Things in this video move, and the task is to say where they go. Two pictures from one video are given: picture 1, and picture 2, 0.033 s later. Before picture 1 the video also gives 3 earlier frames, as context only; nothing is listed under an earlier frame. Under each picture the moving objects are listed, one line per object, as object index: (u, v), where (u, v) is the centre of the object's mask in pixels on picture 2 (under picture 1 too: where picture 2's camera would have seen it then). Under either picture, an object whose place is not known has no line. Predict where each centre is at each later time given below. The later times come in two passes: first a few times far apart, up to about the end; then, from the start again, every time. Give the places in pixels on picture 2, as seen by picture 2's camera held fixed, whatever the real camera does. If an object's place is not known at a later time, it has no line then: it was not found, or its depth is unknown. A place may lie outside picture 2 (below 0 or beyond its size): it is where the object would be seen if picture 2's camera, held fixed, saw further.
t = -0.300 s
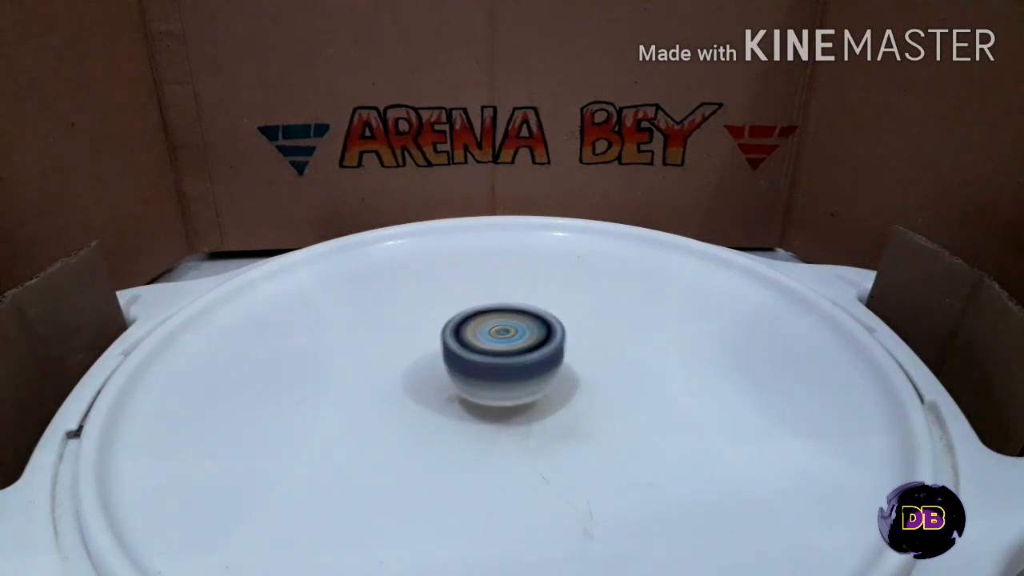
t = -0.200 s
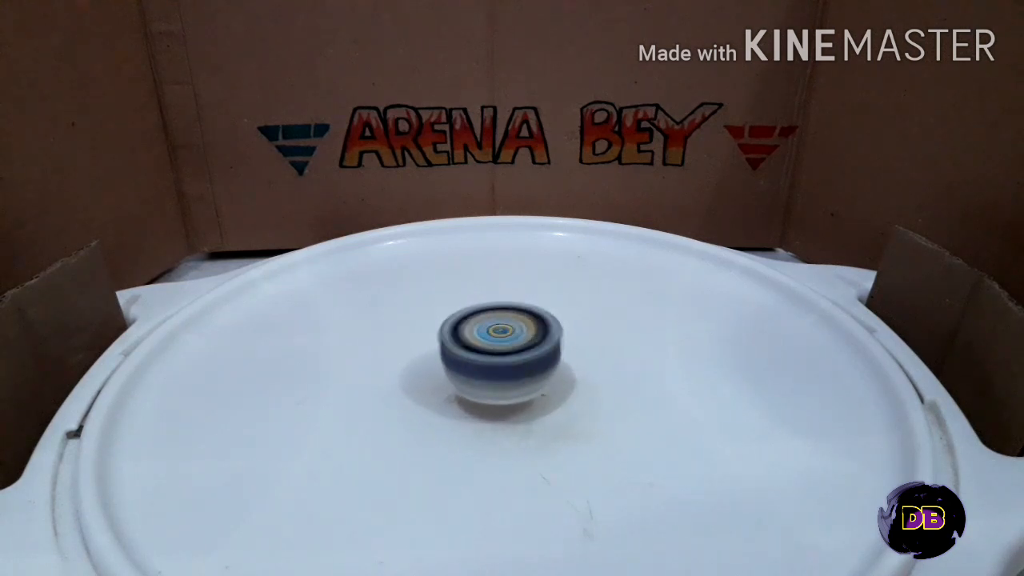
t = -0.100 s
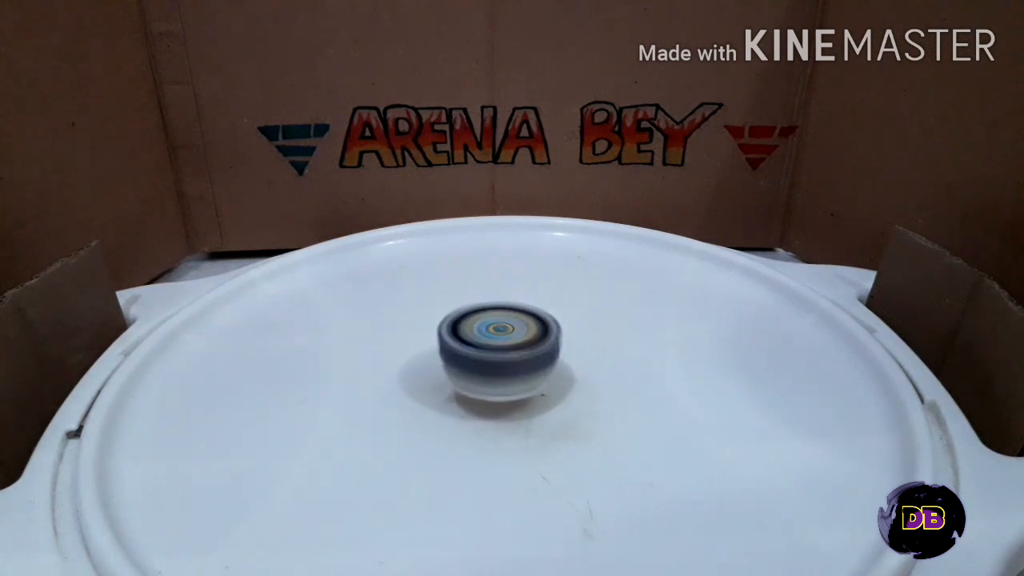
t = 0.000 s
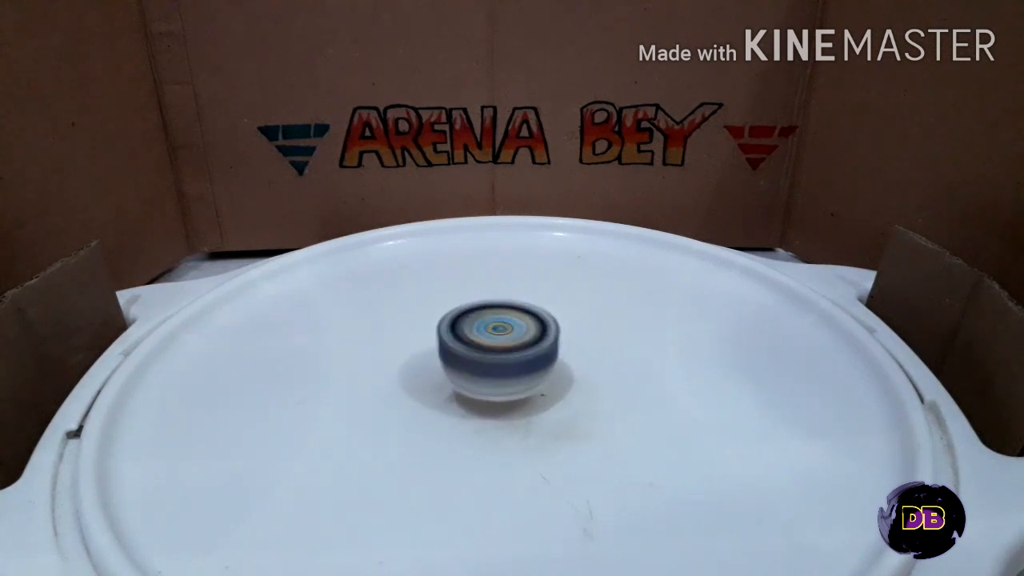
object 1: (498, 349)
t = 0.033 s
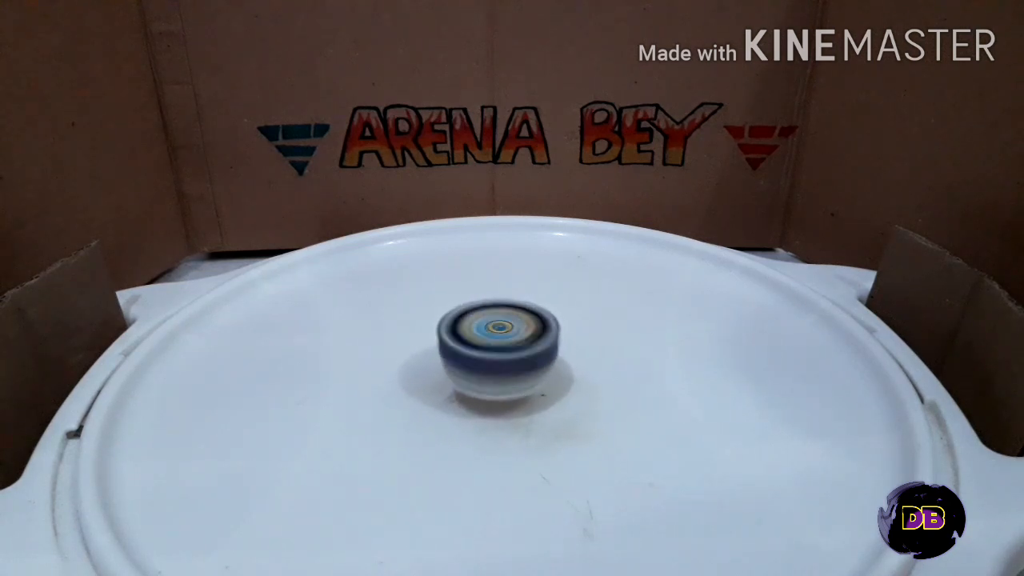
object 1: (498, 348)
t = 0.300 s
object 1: (505, 344)
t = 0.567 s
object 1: (507, 347)
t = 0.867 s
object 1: (489, 346)
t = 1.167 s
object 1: (500, 348)
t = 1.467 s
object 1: (514, 341)
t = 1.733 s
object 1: (490, 346)
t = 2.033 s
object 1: (491, 350)
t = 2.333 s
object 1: (518, 345)
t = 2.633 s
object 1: (500, 343)
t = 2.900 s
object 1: (487, 348)
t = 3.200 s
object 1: (501, 351)
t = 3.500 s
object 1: (517, 354)
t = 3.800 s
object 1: (508, 340)
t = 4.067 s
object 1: (491, 329)
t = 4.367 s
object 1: (481, 336)
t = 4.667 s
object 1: (478, 359)
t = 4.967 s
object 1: (481, 366)
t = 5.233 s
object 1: (512, 355)
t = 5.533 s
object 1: (543, 342)
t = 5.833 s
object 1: (512, 337)
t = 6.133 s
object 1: (467, 327)
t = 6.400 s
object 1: (472, 335)
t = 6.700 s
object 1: (469, 362)
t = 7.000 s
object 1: (475, 359)
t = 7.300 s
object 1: (514, 361)
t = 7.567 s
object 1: (515, 361)
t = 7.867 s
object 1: (523, 356)
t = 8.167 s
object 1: (501, 338)
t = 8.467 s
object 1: (508, 327)
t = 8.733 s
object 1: (491, 340)
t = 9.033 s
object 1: (492, 345)
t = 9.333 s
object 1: (470, 342)
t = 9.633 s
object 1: (500, 361)
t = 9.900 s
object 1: (480, 352)
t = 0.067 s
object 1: (500, 347)
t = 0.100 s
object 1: (501, 347)
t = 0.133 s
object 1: (501, 345)
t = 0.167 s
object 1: (503, 345)
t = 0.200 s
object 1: (503, 345)
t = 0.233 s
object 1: (504, 344)
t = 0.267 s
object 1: (505, 344)
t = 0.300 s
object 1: (505, 344)
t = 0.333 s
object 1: (505, 344)
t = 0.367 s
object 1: (505, 344)
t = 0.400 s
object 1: (505, 344)
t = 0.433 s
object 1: (504, 345)
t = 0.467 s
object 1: (503, 346)
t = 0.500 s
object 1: (503, 347)
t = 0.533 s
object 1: (506, 348)
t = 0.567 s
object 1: (507, 347)
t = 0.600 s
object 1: (506, 346)
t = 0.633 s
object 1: (506, 344)
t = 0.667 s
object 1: (502, 344)
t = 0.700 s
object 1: (498, 344)
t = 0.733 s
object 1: (496, 344)
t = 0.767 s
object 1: (494, 345)
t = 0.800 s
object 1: (491, 345)
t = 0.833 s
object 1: (490, 345)
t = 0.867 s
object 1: (489, 346)
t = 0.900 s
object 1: (488, 346)
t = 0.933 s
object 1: (488, 346)
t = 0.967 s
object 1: (489, 347)
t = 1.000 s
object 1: (490, 347)
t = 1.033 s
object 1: (491, 347)
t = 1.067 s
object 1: (493, 348)
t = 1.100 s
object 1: (495, 348)
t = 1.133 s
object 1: (498, 349)
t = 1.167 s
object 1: (500, 348)
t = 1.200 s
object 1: (506, 348)
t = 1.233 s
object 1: (512, 347)
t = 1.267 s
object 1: (516, 346)
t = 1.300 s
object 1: (517, 345)
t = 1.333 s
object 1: (517, 344)
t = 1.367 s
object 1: (518, 343)
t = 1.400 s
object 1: (517, 343)
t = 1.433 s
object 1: (515, 342)
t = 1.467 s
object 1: (514, 341)
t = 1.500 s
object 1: (512, 341)
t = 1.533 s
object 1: (510, 341)
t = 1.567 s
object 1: (507, 342)
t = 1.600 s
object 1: (503, 342)
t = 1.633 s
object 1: (500, 343)
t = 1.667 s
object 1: (496, 344)
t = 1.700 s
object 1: (494, 345)
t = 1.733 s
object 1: (490, 346)
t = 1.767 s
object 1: (488, 347)
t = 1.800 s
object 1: (488, 348)
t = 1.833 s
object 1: (486, 348)
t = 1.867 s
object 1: (485, 349)
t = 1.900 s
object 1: (486, 349)
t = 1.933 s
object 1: (487, 350)
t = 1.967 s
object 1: (487, 350)
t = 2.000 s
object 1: (488, 350)
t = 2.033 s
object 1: (491, 350)
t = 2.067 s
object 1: (493, 350)
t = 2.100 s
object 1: (496, 351)
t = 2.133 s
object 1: (499, 350)
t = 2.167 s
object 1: (501, 350)
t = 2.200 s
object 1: (505, 348)
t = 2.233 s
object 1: (510, 348)
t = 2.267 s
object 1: (513, 347)
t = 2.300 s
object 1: (516, 346)
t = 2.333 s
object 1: (518, 345)
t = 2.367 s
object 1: (517, 344)
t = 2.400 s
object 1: (517, 343)
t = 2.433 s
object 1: (516, 343)
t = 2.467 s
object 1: (515, 342)
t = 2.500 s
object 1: (513, 342)
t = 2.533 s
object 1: (511, 342)
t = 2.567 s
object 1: (508, 342)
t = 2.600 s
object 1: (504, 342)
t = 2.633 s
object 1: (500, 343)
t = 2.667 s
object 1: (497, 344)
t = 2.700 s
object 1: (494, 345)
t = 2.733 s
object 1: (492, 345)
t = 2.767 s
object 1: (490, 346)
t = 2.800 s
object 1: (488, 347)
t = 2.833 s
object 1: (488, 347)
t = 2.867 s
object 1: (488, 348)
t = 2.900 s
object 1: (487, 348)
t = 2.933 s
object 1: (487, 348)
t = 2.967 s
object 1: (487, 348)
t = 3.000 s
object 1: (489, 348)
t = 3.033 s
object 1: (490, 349)
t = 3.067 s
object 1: (492, 349)
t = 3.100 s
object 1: (495, 350)
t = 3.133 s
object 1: (498, 351)
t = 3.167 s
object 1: (500, 351)
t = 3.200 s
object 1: (501, 351)
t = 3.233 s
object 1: (505, 350)
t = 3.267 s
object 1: (509, 351)
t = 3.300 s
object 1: (509, 352)
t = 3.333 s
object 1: (511, 351)
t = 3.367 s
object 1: (514, 353)
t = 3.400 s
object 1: (512, 354)
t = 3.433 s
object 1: (512, 354)
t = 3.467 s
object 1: (515, 354)
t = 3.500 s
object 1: (517, 354)
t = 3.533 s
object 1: (516, 354)
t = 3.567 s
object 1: (517, 352)
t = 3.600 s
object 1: (520, 351)
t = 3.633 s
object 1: (519, 351)
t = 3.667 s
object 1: (515, 348)
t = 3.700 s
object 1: (515, 346)
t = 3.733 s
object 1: (516, 345)
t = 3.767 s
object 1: (511, 343)
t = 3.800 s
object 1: (508, 340)
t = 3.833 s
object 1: (507, 339)
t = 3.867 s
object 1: (503, 337)
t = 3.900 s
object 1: (498, 334)
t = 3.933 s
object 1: (496, 333)
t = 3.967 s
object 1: (497, 333)
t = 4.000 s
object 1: (493, 331)
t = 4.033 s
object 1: (490, 330)
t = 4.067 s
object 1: (491, 329)
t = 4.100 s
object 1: (490, 330)
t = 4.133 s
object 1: (487, 329)
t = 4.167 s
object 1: (486, 329)
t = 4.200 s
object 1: (487, 329)
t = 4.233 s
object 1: (486, 330)
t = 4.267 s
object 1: (482, 331)
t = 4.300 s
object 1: (481, 332)
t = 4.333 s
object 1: (482, 334)
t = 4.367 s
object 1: (481, 336)
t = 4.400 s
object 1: (478, 338)
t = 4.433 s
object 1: (480, 340)
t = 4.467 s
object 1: (480, 345)
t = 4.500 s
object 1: (477, 348)
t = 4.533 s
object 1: (477, 350)
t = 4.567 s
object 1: (480, 353)
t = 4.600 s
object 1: (479, 356)
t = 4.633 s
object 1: (476, 359)
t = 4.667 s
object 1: (478, 359)
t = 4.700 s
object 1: (478, 362)
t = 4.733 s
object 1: (476, 364)
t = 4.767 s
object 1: (474, 365)
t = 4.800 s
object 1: (476, 365)
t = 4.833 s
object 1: (475, 366)
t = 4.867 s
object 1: (475, 367)
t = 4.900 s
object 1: (477, 367)
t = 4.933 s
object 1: (480, 367)
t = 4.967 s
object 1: (481, 366)
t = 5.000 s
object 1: (482, 365)
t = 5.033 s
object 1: (486, 364)
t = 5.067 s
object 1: (489, 364)
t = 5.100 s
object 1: (494, 361)
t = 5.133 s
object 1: (500, 360)
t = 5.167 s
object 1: (507, 359)
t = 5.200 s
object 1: (508, 358)
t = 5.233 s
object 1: (512, 355)
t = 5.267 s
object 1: (519, 352)
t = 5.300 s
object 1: (526, 350)
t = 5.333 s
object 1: (527, 349)
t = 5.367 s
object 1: (530, 346)
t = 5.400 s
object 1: (536, 344)
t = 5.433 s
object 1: (540, 345)
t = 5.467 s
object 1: (538, 344)
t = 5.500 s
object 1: (540, 343)
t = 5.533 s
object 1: (543, 342)
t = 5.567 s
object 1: (541, 343)
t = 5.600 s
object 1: (539, 341)
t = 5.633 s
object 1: (537, 341)
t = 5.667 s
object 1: (537, 340)
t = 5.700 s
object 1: (533, 340)
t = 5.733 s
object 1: (527, 339)
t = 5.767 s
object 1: (521, 339)
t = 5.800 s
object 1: (517, 338)
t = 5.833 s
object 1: (512, 337)
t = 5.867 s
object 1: (506, 335)
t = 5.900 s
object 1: (498, 334)
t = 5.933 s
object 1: (492, 332)
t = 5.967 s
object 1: (485, 331)
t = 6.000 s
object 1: (479, 330)
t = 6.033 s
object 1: (475, 329)
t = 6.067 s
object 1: (474, 329)
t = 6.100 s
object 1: (471, 329)
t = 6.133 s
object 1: (467, 327)
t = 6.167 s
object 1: (467, 327)
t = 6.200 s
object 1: (469, 328)
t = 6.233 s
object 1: (467, 328)
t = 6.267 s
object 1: (468, 328)
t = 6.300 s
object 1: (470, 329)
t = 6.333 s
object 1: (473, 331)
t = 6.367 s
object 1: (471, 334)
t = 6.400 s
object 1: (472, 335)
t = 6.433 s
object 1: (475, 337)
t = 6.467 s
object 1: (478, 341)
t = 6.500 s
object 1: (476, 345)
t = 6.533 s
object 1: (476, 347)
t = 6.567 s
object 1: (477, 350)
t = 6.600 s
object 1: (478, 352)
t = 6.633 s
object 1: (478, 356)
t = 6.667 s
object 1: (473, 359)
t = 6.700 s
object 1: (469, 362)
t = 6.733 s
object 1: (466, 364)
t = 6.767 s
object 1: (469, 363)
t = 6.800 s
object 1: (470, 364)
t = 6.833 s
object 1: (471, 364)
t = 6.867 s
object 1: (467, 362)
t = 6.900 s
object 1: (469, 360)
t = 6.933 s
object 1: (472, 359)
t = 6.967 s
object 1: (475, 360)
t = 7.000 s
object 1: (475, 359)
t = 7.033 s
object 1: (479, 357)
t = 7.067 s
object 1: (486, 356)
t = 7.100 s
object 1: (496, 357)
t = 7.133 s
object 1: (500, 358)
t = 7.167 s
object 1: (504, 359)
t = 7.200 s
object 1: (505, 361)
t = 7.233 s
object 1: (507, 361)
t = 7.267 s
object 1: (510, 361)
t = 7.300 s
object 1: (514, 361)
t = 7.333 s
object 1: (514, 364)
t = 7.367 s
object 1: (510, 364)
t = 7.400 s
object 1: (506, 365)
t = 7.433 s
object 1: (504, 365)
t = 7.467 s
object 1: (507, 365)
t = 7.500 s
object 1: (509, 364)
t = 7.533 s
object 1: (515, 364)
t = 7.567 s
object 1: (515, 361)
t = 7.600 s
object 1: (515, 360)
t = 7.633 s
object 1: (515, 358)
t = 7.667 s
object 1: (515, 357)
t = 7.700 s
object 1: (515, 356)
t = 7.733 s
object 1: (515, 355)
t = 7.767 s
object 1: (518, 355)
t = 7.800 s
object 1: (520, 354)
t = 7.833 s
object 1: (523, 355)
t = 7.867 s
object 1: (523, 356)
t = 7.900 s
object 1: (519, 356)
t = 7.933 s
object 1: (515, 356)
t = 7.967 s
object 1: (514, 356)
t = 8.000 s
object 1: (510, 354)
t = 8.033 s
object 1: (509, 351)
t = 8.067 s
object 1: (505, 349)
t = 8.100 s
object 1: (504, 345)
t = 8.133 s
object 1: (501, 342)
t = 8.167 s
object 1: (501, 338)
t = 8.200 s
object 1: (501, 336)
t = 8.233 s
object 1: (500, 332)
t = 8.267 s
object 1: (501, 329)
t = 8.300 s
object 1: (504, 327)
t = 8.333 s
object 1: (508, 328)
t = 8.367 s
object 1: (506, 328)
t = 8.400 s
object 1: (505, 327)
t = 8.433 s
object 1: (506, 327)
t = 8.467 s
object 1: (508, 327)
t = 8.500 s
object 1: (509, 329)
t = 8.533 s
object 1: (507, 332)
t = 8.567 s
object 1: (504, 335)
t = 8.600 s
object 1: (499, 337)
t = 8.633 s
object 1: (497, 339)
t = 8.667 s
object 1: (493, 341)
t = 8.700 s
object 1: (492, 341)
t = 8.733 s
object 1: (491, 340)
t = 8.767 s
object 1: (492, 340)
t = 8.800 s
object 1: (495, 339)
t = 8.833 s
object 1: (495, 339)
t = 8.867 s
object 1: (496, 340)
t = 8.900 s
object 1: (493, 339)
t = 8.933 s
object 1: (494, 338)
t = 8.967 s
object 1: (493, 341)
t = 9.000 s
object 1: (492, 343)
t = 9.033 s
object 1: (492, 345)
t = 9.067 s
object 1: (496, 354)
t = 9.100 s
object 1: (489, 351)
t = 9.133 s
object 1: (485, 353)
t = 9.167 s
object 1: (482, 349)
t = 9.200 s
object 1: (478, 351)
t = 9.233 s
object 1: (472, 348)
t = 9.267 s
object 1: (471, 346)
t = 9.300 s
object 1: (469, 344)
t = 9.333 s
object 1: (470, 342)
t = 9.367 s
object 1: (473, 342)
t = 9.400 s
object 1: (476, 343)
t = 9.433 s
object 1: (479, 346)
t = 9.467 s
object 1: (477, 350)
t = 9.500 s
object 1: (483, 352)
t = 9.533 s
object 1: (493, 353)
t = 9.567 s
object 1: (498, 354)
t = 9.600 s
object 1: (501, 357)
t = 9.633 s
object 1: (500, 361)
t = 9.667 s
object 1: (497, 363)
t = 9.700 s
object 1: (495, 365)
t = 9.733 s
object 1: (492, 366)
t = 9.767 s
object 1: (488, 369)
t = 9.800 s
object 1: (489, 365)
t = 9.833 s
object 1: (483, 357)
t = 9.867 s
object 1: (480, 354)
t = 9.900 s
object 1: (480, 352)
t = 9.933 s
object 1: (482, 350)
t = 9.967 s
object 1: (489, 350)
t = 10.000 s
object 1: (494, 351)
